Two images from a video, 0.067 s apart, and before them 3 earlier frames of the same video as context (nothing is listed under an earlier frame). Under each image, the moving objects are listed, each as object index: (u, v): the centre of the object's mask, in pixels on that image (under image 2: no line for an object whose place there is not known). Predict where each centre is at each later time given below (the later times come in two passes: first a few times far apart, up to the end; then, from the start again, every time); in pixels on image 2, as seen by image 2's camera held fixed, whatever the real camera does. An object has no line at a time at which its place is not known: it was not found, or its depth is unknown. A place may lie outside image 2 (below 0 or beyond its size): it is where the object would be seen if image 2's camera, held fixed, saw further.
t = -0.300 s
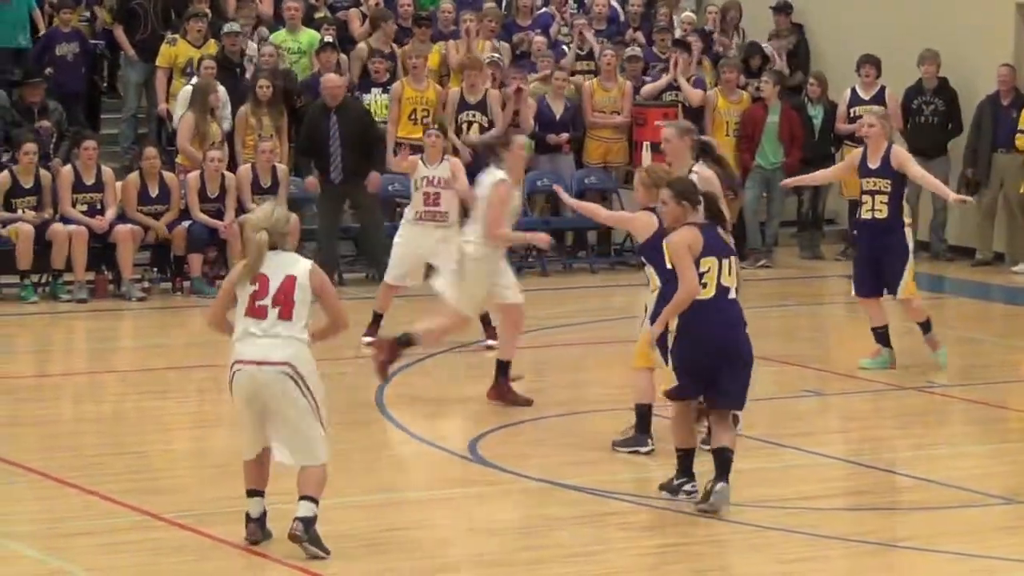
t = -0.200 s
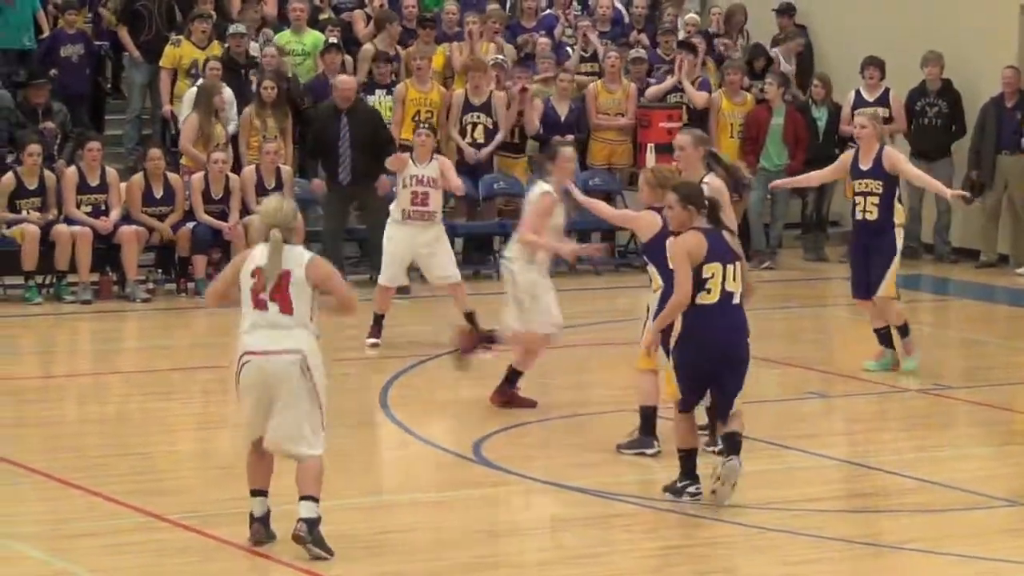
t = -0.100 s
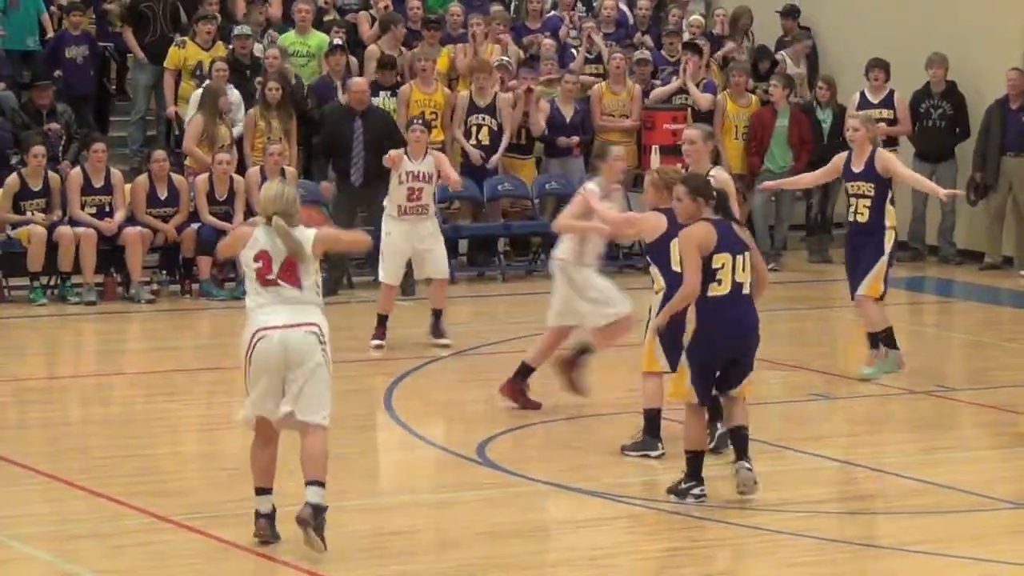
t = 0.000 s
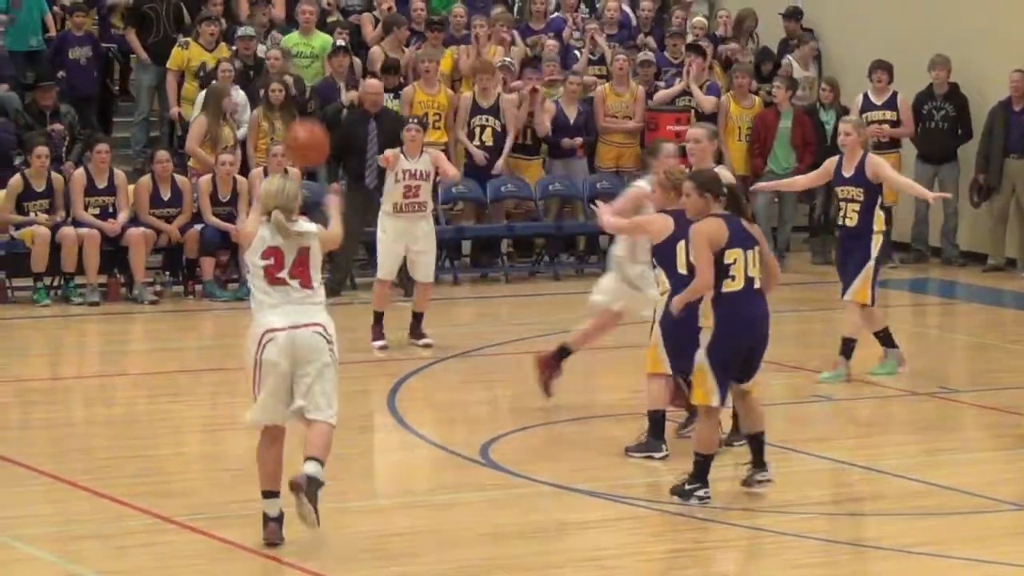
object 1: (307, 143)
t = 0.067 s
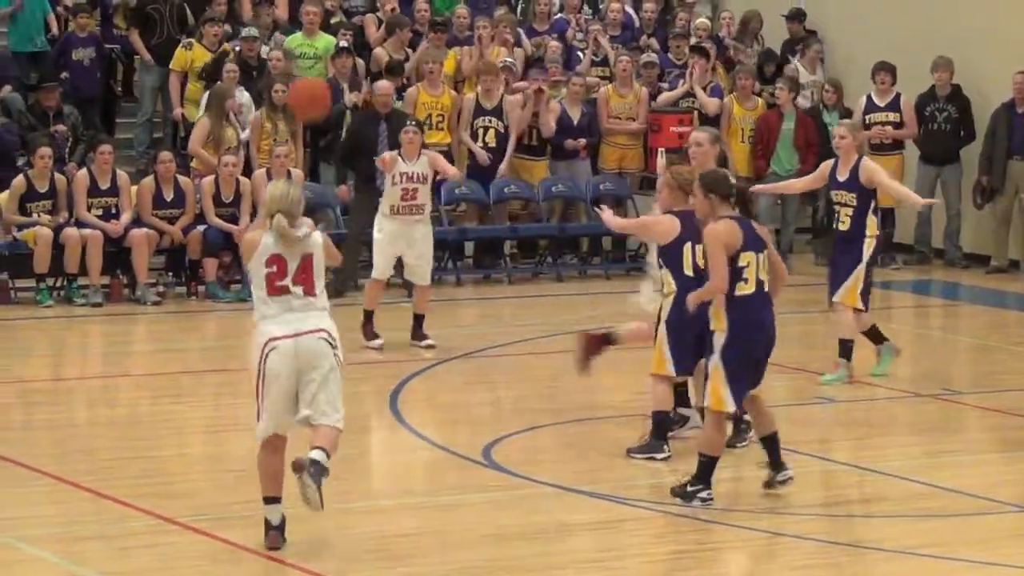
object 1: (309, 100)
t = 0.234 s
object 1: (306, 24)
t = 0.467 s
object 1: (305, 12)
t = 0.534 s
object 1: (300, 24)
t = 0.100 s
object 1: (308, 80)
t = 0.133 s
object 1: (308, 62)
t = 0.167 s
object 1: (306, 47)
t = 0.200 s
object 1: (305, 35)
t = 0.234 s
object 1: (306, 24)
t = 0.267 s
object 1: (306, 17)
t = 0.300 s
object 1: (306, 13)
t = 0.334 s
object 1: (306, 13)
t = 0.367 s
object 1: (306, 11)
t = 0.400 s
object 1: (305, 11)
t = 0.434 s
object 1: (305, 10)
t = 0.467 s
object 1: (305, 12)
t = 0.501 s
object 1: (304, 16)
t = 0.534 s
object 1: (300, 24)
